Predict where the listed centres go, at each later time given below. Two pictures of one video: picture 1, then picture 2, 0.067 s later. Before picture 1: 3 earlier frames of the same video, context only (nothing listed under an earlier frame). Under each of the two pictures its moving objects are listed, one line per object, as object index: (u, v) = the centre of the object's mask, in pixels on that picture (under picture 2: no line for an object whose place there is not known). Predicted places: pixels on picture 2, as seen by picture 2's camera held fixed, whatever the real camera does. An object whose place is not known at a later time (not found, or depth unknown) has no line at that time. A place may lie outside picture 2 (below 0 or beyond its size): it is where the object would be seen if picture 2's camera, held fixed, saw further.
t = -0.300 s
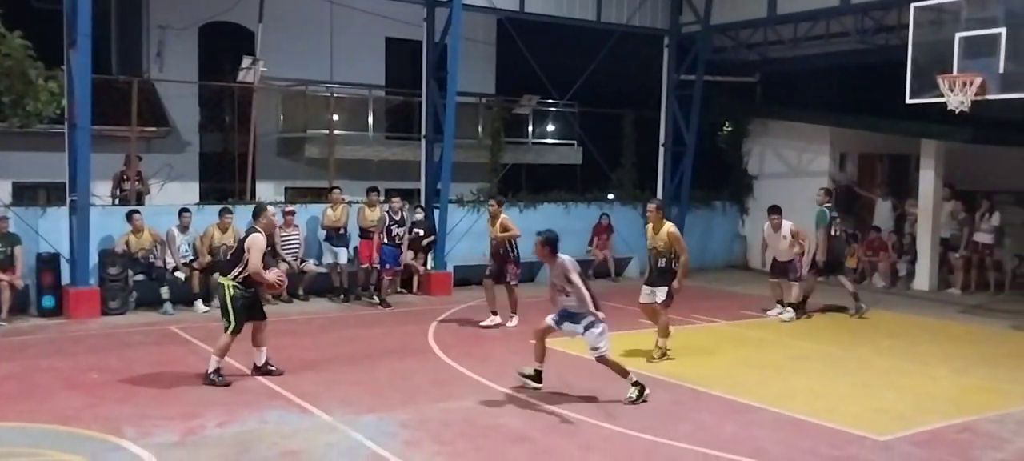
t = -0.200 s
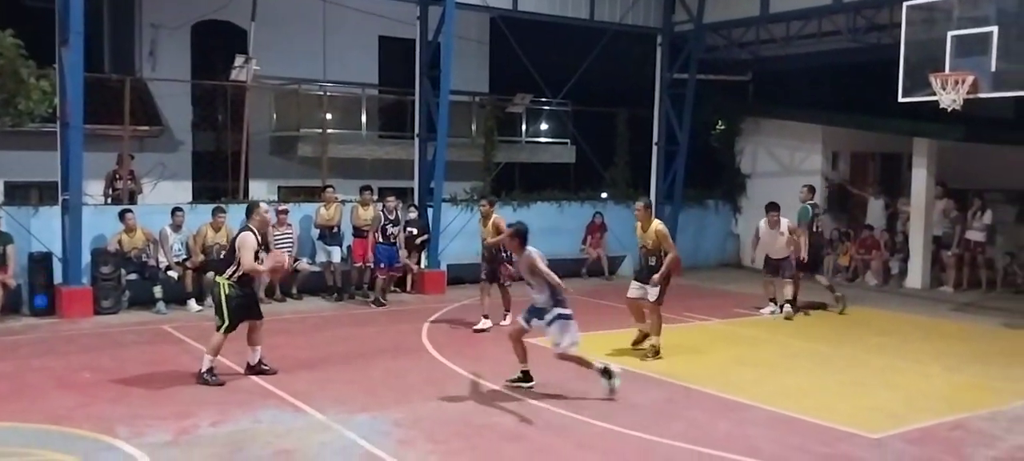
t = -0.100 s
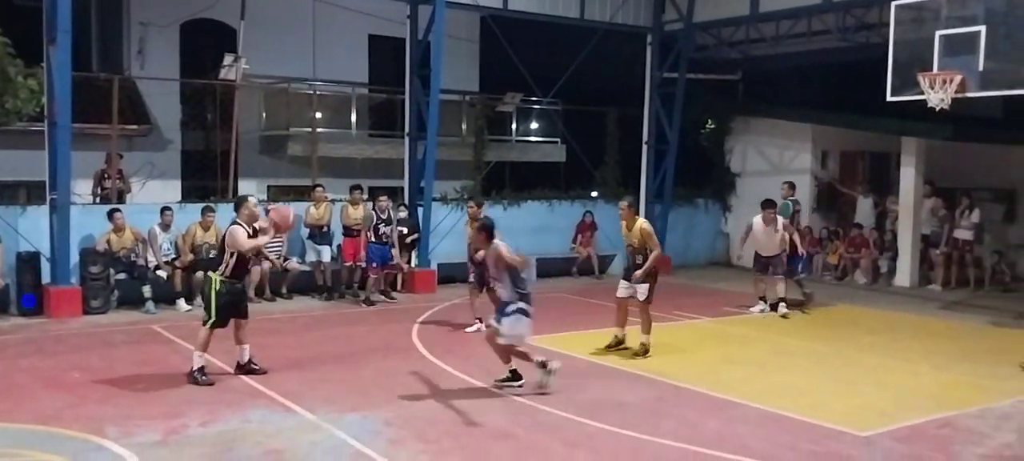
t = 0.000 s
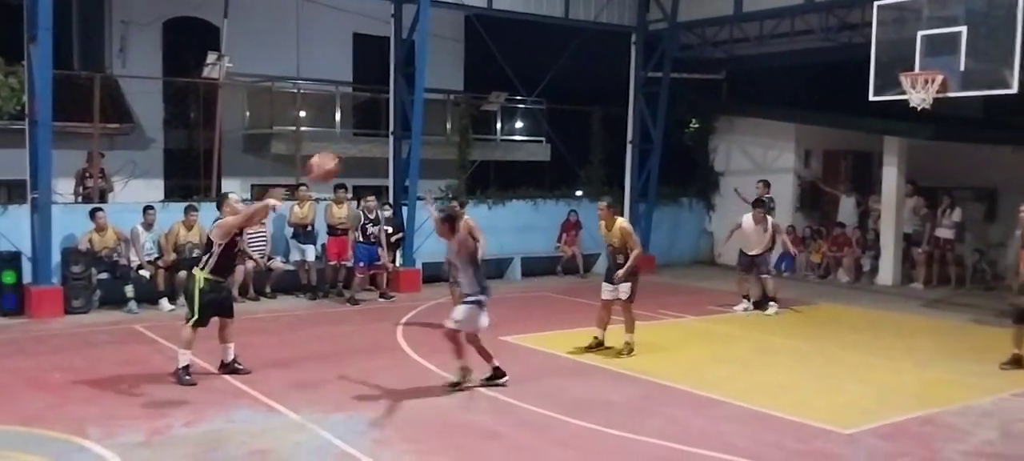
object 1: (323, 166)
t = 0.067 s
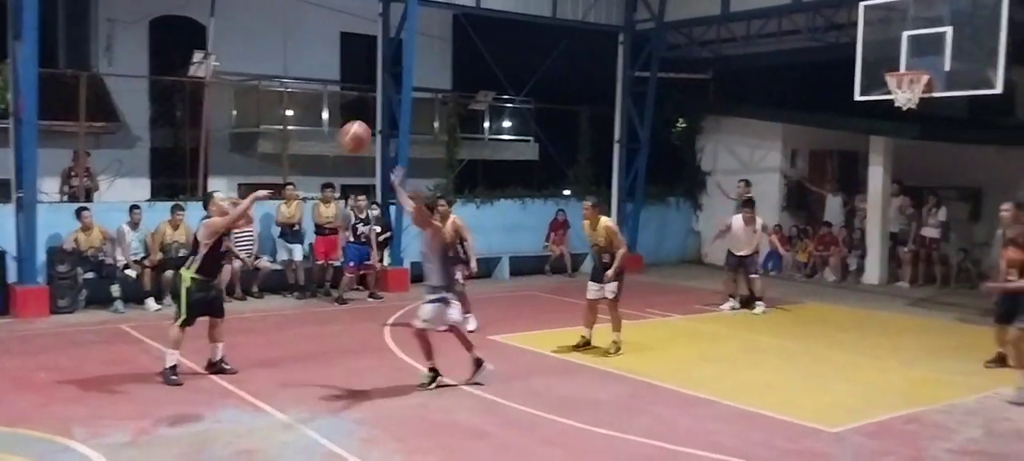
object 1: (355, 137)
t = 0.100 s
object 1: (377, 123)
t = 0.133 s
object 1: (401, 111)
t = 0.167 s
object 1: (424, 99)
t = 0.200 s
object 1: (448, 88)
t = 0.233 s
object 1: (474, 80)
